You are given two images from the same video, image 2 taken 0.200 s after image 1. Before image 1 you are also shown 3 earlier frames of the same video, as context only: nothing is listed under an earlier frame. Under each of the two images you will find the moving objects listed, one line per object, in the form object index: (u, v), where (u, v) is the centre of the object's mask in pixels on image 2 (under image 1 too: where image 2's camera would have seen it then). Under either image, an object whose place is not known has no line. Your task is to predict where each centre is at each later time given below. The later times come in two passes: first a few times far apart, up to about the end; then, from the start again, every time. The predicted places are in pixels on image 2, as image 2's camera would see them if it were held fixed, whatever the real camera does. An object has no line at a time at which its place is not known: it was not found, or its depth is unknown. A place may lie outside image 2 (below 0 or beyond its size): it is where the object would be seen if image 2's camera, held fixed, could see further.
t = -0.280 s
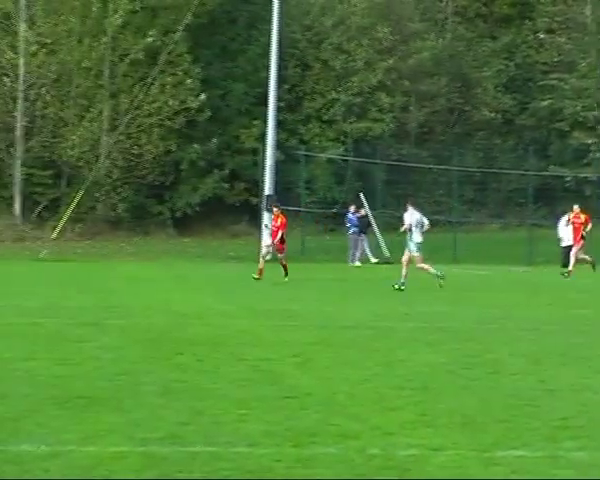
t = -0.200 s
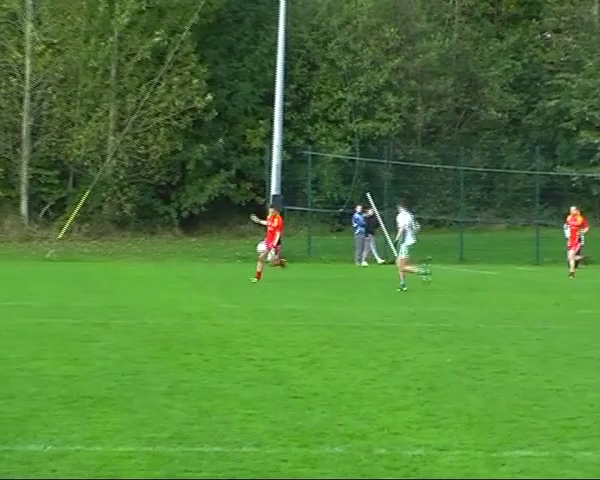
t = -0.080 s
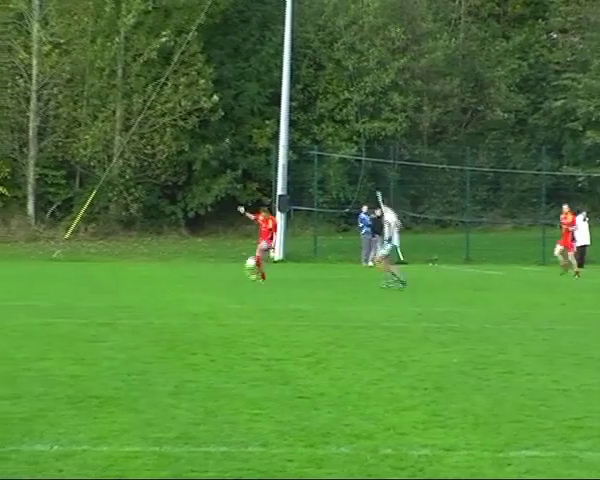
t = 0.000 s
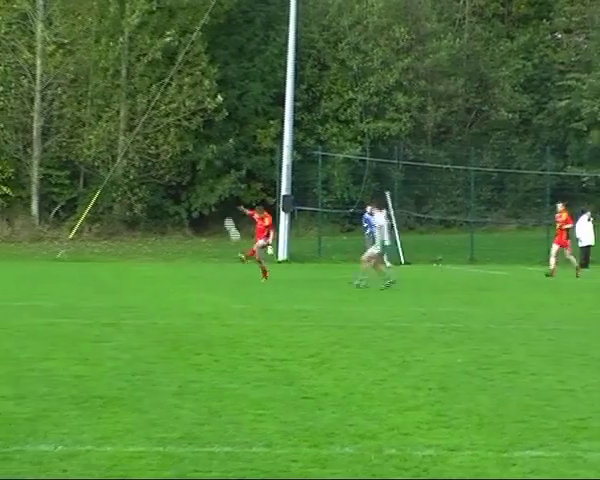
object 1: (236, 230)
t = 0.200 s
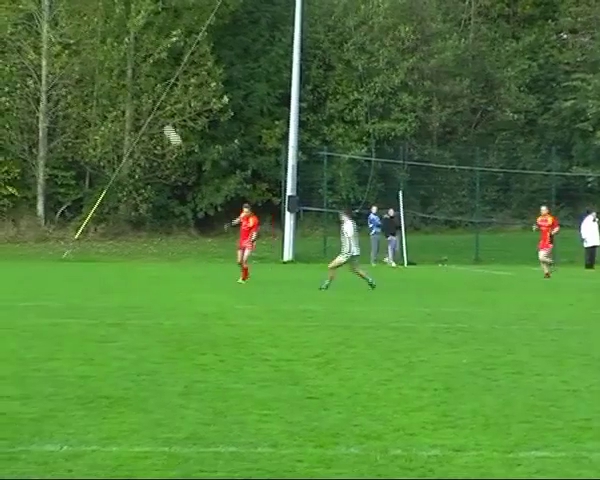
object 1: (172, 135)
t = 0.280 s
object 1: (144, 103)
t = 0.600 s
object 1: (36, 2)
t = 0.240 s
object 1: (158, 119)
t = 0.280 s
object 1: (144, 103)
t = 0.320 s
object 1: (131, 87)
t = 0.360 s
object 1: (118, 73)
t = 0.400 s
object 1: (106, 59)
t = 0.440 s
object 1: (92, 46)
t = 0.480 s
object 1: (79, 34)
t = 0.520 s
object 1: (65, 22)
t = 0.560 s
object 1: (51, 13)
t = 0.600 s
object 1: (36, 2)
